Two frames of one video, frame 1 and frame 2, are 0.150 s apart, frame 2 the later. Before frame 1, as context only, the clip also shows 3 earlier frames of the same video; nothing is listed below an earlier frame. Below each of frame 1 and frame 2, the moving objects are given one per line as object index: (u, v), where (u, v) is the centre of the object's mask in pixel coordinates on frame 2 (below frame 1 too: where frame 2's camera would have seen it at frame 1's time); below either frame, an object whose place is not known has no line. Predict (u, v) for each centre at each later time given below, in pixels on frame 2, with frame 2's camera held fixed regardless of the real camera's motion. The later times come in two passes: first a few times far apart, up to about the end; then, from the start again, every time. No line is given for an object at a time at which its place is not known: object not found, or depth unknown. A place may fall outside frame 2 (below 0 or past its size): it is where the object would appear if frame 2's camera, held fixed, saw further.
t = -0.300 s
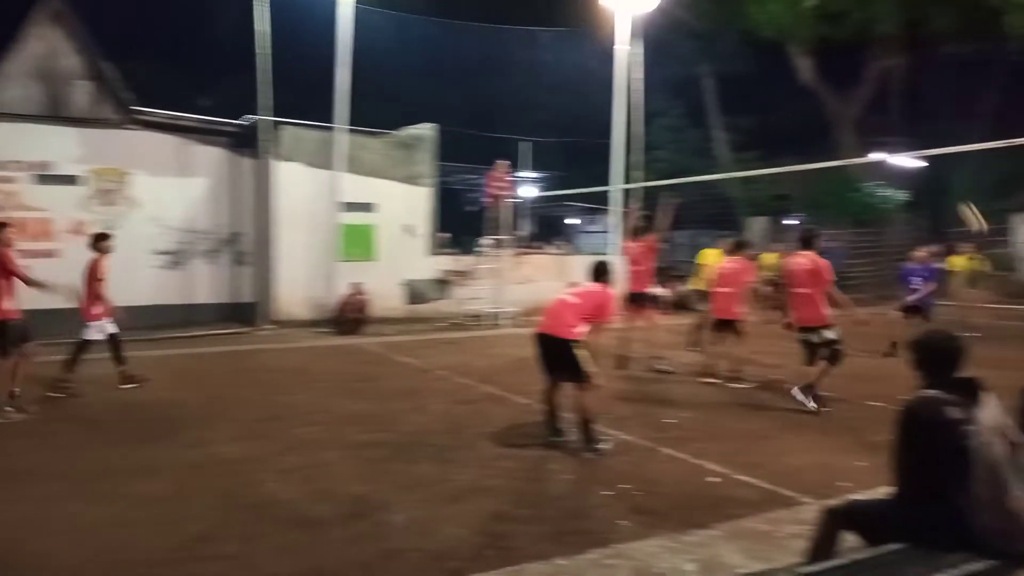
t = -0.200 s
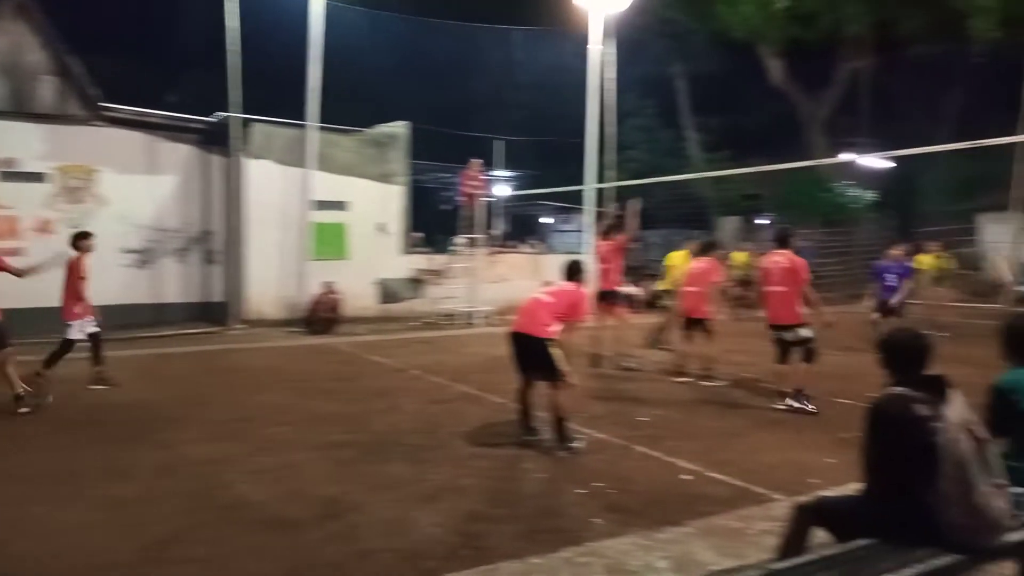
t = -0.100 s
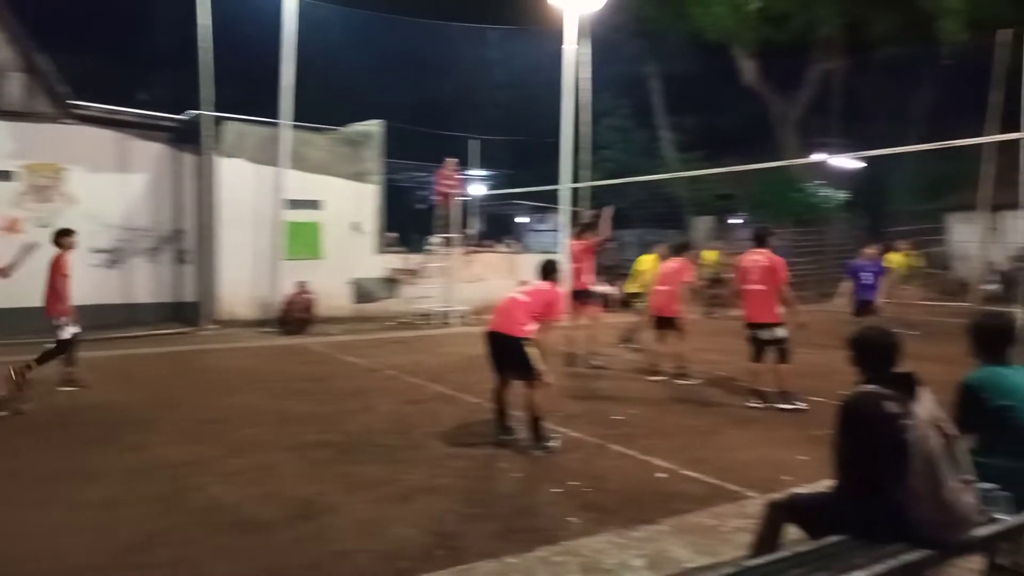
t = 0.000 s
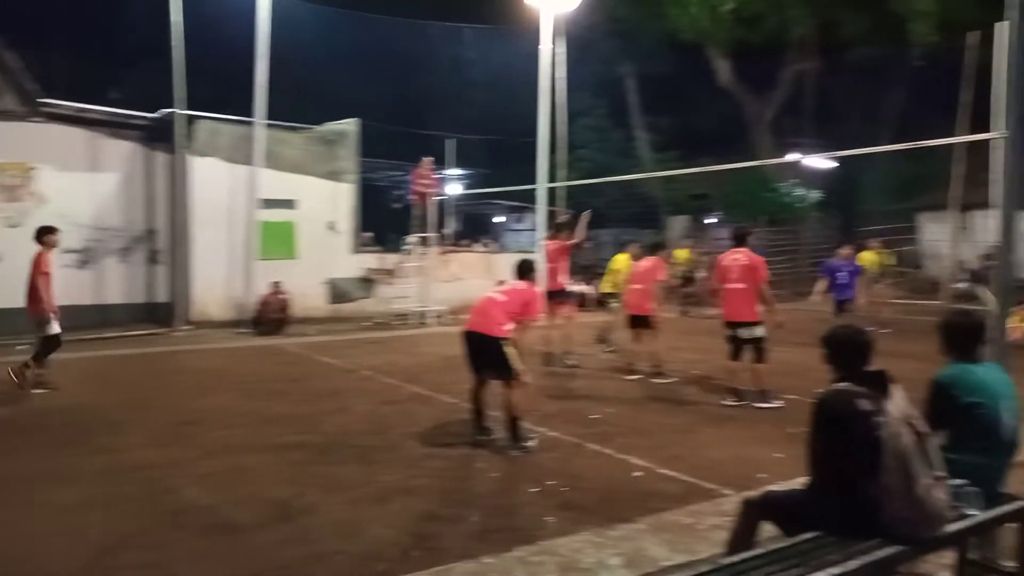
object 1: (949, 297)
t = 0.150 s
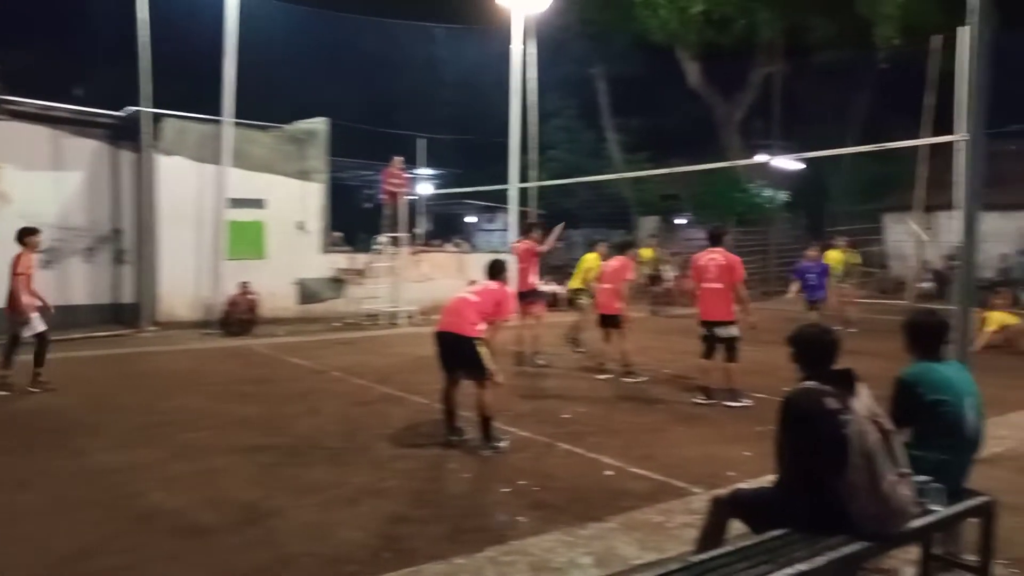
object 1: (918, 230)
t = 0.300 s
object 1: (880, 180)
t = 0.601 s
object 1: (811, 125)
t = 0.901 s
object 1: (739, 133)
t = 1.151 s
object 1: (680, 185)
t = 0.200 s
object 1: (904, 211)
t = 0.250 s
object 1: (893, 195)
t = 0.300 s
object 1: (880, 180)
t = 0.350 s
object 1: (869, 166)
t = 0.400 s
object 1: (859, 154)
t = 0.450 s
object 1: (844, 142)
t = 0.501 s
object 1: (834, 135)
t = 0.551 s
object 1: (822, 129)
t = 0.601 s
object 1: (811, 125)
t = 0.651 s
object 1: (799, 122)
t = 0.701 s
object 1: (787, 120)
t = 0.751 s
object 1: (775, 120)
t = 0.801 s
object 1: (763, 123)
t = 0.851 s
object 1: (751, 126)
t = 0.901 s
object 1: (739, 133)
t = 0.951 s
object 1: (727, 140)
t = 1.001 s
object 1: (715, 149)
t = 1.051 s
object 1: (705, 158)
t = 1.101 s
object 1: (692, 172)
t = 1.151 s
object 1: (680, 185)
